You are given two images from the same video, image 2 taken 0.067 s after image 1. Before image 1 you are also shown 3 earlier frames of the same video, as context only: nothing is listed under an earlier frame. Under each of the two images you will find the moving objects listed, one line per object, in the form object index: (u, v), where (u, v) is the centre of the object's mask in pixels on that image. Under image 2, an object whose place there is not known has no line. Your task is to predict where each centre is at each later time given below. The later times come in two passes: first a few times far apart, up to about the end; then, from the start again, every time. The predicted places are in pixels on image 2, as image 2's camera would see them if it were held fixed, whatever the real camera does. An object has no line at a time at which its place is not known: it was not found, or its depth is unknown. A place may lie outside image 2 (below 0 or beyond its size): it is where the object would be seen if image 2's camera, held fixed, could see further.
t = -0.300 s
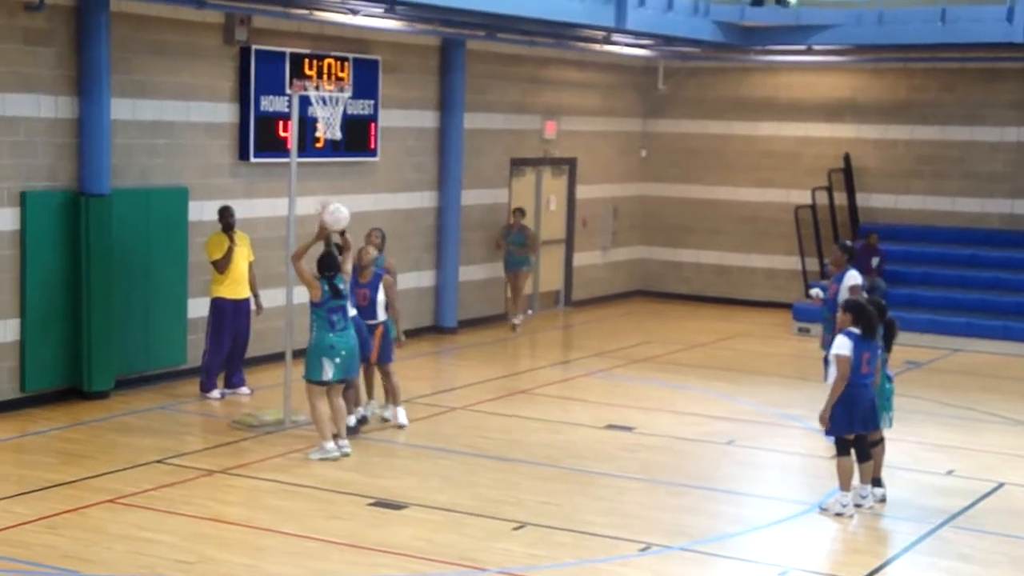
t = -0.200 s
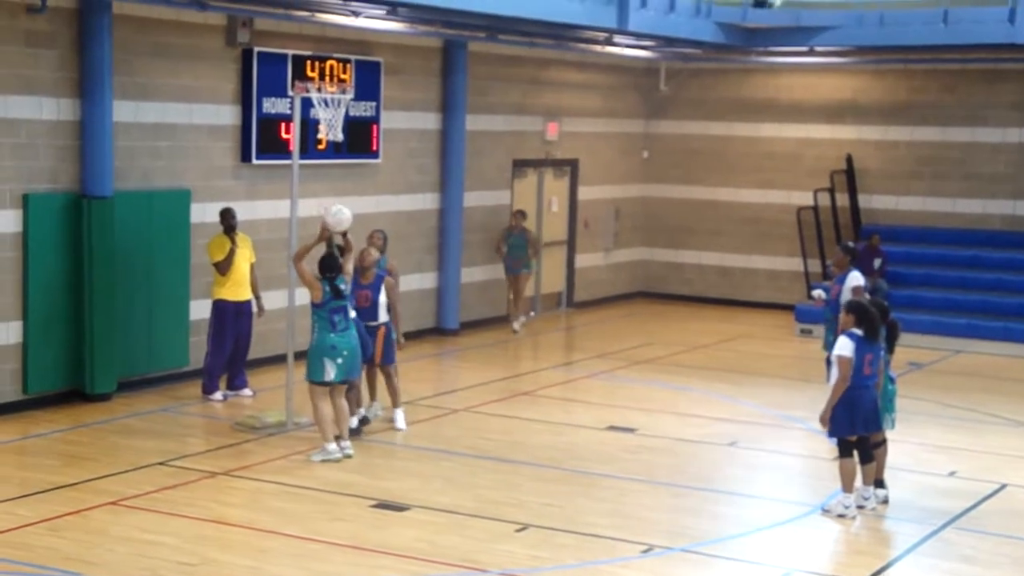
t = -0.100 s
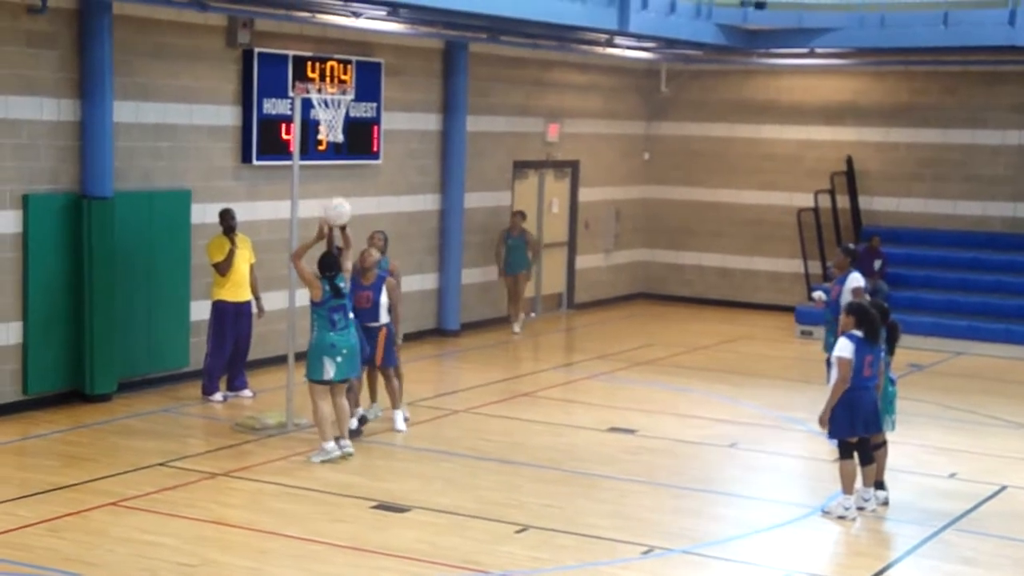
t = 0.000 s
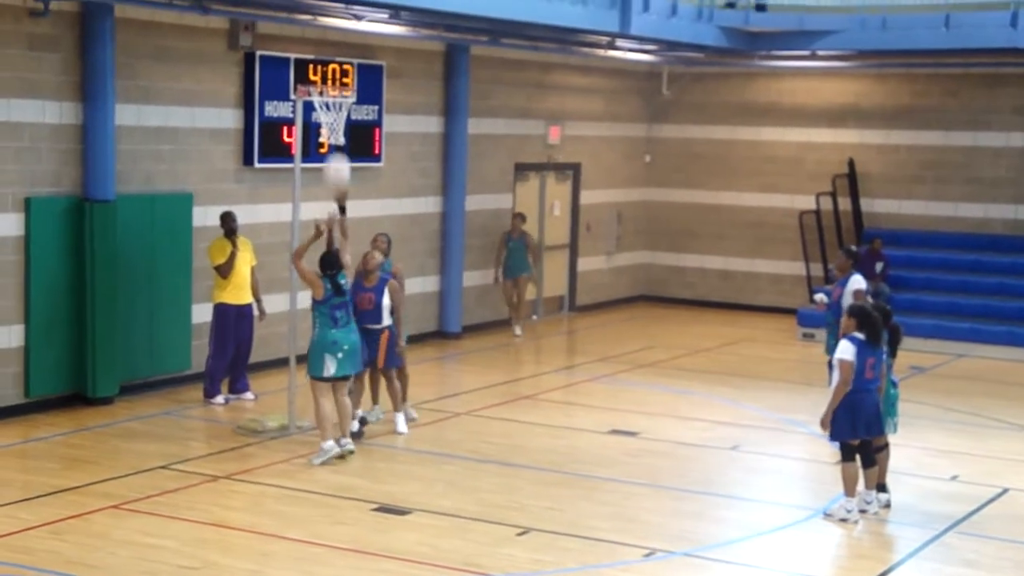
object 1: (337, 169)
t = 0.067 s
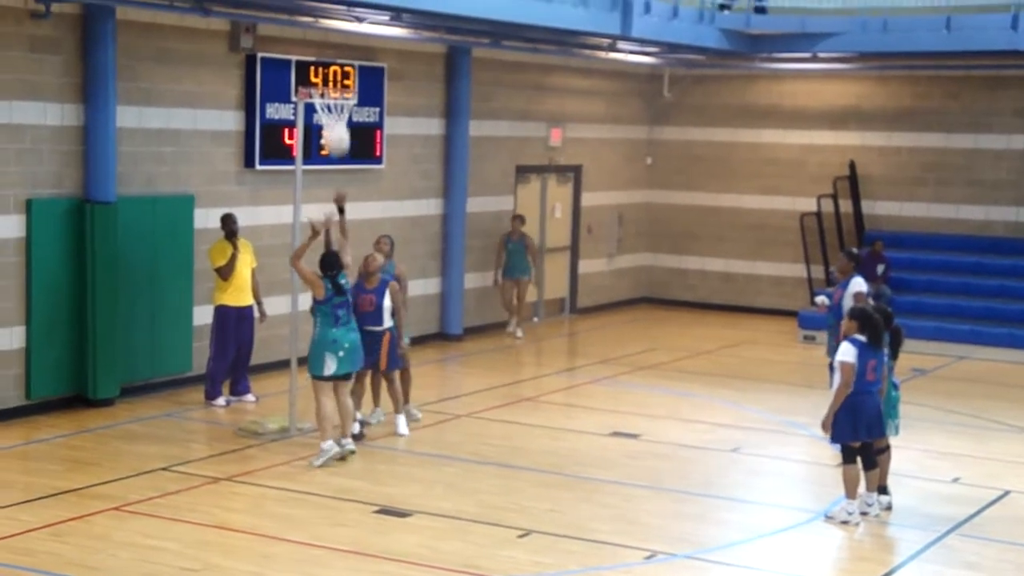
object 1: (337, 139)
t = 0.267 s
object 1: (330, 67)
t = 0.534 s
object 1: (322, 50)
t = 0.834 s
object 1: (314, 59)
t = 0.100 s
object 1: (337, 124)
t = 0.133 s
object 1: (334, 108)
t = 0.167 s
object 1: (333, 95)
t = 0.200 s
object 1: (332, 86)
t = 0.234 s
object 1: (331, 74)
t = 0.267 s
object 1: (330, 67)
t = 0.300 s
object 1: (329, 60)
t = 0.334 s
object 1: (328, 55)
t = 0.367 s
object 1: (327, 50)
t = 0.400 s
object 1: (326, 48)
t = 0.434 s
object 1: (325, 47)
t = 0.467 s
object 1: (324, 47)
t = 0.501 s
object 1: (323, 47)
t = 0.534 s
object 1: (322, 50)
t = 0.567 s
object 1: (321, 53)
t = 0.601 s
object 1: (320, 57)
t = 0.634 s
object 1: (318, 63)
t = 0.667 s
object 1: (317, 70)
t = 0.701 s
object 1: (316, 72)
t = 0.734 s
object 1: (316, 67)
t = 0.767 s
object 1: (316, 63)
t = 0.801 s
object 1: (315, 61)
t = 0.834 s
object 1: (314, 59)
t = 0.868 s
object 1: (314, 59)
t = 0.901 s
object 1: (314, 60)
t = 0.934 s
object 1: (313, 63)
